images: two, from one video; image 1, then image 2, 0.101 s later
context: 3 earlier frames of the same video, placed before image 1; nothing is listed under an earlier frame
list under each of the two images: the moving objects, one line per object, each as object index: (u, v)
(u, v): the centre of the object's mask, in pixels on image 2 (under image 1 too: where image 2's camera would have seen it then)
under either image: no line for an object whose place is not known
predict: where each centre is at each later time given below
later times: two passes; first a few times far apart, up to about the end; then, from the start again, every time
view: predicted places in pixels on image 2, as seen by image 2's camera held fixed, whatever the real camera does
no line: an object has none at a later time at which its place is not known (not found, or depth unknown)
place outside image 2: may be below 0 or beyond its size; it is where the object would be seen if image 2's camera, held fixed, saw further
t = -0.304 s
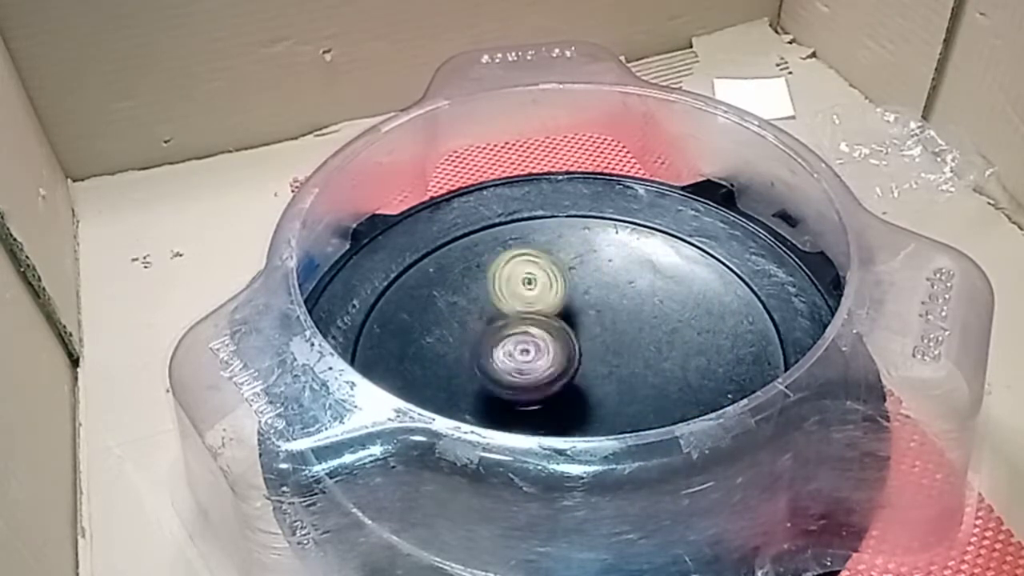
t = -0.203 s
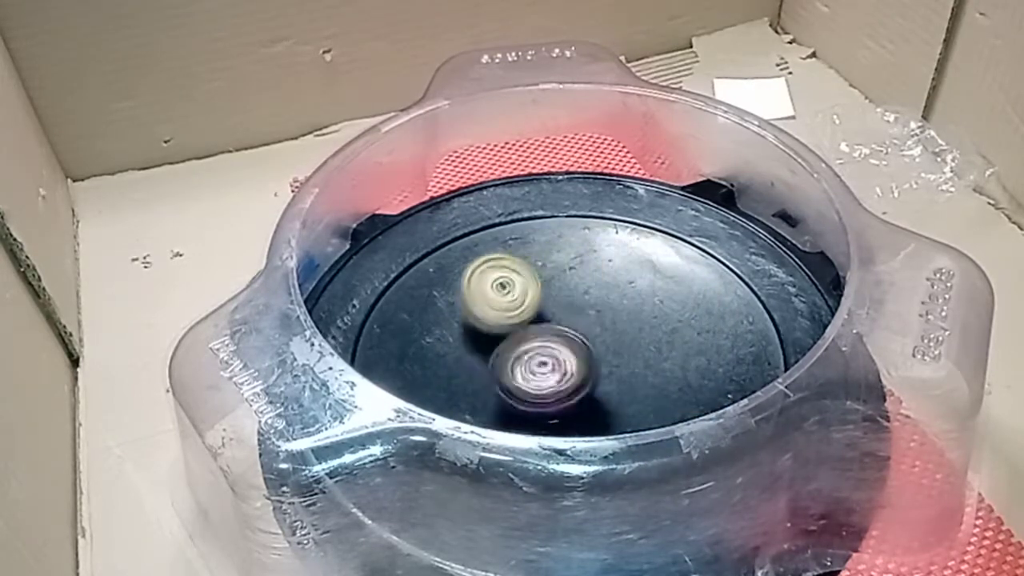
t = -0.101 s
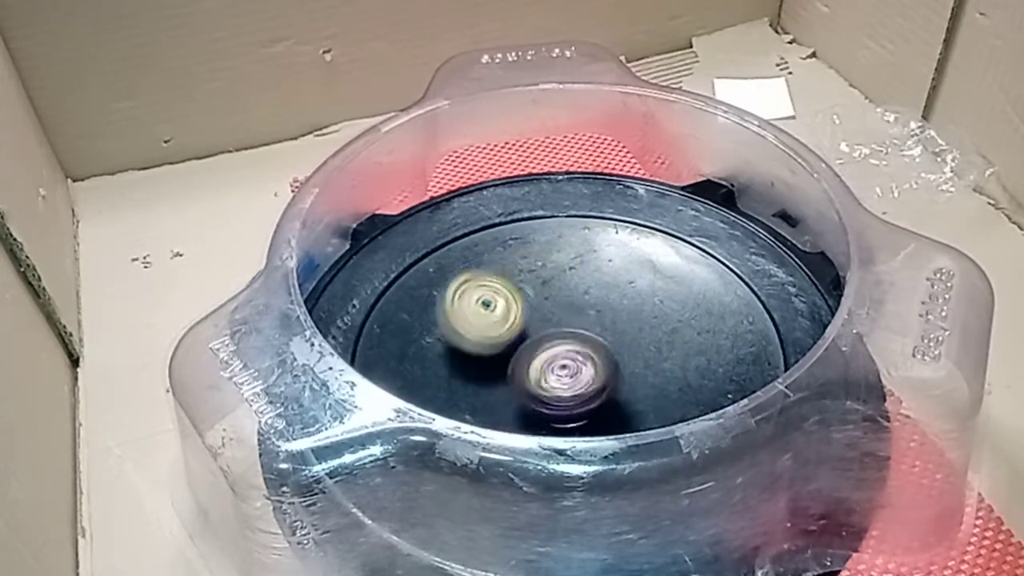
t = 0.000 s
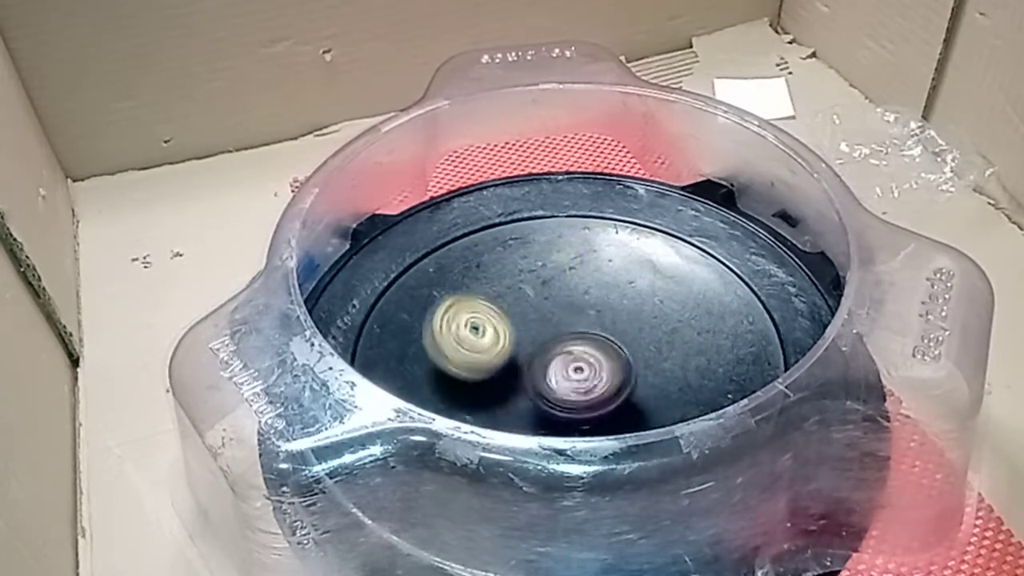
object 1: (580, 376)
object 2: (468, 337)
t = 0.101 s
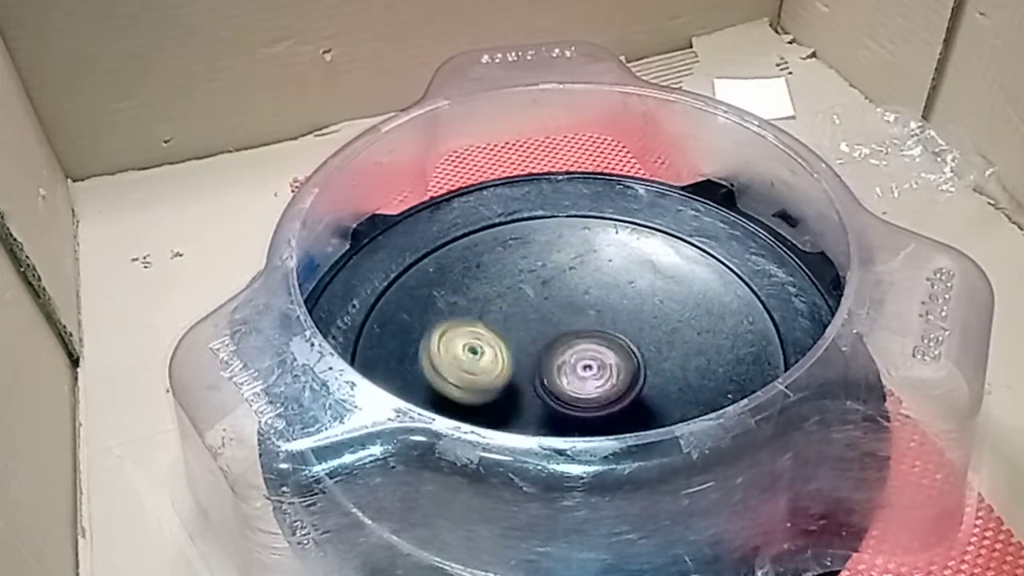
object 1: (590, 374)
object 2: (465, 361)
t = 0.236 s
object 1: (594, 370)
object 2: (475, 390)
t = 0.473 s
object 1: (600, 362)
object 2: (527, 414)
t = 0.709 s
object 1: (604, 310)
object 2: (584, 413)
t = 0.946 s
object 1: (579, 301)
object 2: (667, 371)
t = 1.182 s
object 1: (568, 307)
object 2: (686, 317)
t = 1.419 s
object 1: (558, 316)
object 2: (651, 289)
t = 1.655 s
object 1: (519, 373)
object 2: (583, 273)
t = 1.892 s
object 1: (578, 403)
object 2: (488, 298)
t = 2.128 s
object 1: (629, 373)
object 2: (449, 348)
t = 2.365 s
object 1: (591, 311)
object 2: (486, 398)
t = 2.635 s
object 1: (523, 309)
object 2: (603, 415)
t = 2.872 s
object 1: (512, 337)
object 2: (680, 385)
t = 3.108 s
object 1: (561, 369)
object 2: (677, 336)
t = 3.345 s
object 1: (629, 355)
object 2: (618, 278)
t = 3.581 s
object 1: (633, 338)
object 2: (540, 272)
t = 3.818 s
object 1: (623, 332)
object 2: (476, 312)
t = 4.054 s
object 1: (613, 331)
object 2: (475, 376)
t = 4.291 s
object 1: (609, 330)
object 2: (549, 413)
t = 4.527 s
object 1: (595, 327)
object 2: (641, 402)
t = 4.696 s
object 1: (593, 328)
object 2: (672, 376)
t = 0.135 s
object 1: (592, 375)
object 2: (467, 370)
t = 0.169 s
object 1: (595, 372)
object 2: (468, 378)
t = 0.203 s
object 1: (594, 373)
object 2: (471, 384)
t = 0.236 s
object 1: (594, 370)
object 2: (475, 390)
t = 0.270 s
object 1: (595, 369)
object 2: (480, 394)
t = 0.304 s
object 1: (594, 368)
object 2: (486, 399)
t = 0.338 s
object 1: (595, 367)
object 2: (493, 403)
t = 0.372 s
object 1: (594, 366)
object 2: (501, 406)
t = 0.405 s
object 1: (595, 365)
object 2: (509, 409)
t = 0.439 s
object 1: (595, 364)
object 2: (520, 412)
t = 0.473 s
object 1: (600, 362)
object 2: (527, 414)
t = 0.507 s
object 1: (606, 352)
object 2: (531, 418)
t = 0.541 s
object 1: (610, 345)
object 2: (536, 419)
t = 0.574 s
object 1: (611, 334)
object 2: (542, 420)
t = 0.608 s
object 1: (611, 328)
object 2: (551, 419)
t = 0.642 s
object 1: (609, 320)
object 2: (562, 418)
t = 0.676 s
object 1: (607, 314)
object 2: (573, 416)
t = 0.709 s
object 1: (604, 310)
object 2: (584, 413)
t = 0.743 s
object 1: (600, 306)
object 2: (600, 410)
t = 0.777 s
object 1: (596, 303)
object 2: (610, 407)
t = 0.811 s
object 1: (593, 301)
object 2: (624, 402)
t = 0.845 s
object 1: (589, 300)
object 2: (636, 397)
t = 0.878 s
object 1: (586, 299)
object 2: (647, 389)
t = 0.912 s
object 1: (583, 300)
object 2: (659, 380)
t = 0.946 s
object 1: (579, 301)
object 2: (667, 371)
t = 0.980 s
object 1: (577, 302)
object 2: (674, 363)
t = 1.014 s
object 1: (575, 302)
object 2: (680, 356)
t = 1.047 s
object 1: (574, 302)
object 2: (684, 346)
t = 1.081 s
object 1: (572, 303)
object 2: (687, 339)
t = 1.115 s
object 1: (570, 305)
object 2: (689, 331)
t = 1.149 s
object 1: (569, 306)
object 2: (688, 324)
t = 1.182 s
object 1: (568, 307)
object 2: (686, 317)
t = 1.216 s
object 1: (566, 308)
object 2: (683, 311)
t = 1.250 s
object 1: (566, 309)
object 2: (680, 306)
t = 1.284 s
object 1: (564, 310)
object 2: (677, 302)
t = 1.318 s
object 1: (564, 311)
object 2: (671, 298)
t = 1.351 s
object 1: (564, 312)
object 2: (665, 294)
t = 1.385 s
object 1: (561, 314)
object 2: (656, 291)
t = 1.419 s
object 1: (558, 316)
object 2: (651, 289)
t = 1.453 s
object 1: (554, 319)
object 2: (644, 287)
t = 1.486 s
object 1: (545, 327)
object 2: (637, 281)
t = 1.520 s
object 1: (536, 334)
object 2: (630, 275)
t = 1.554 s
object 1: (527, 343)
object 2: (620, 271)
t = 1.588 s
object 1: (521, 353)
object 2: (610, 272)
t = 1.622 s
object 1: (517, 366)
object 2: (598, 273)
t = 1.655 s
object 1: (519, 373)
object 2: (583, 273)
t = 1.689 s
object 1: (522, 383)
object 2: (569, 275)
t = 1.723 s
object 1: (525, 390)
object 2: (555, 278)
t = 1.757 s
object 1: (532, 393)
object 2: (541, 280)
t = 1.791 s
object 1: (542, 397)
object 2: (527, 284)
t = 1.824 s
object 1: (552, 400)
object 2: (514, 287)
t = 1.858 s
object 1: (563, 403)
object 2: (501, 292)
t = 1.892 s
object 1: (578, 403)
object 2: (488, 298)
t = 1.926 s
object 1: (587, 401)
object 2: (478, 303)
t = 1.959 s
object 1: (596, 399)
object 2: (469, 310)
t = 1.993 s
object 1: (606, 395)
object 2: (461, 317)
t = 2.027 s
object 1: (613, 393)
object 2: (457, 324)
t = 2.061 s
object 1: (620, 387)
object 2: (453, 331)
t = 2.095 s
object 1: (627, 380)
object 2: (450, 340)
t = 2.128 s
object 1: (629, 373)
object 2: (449, 348)
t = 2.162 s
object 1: (630, 362)
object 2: (450, 355)
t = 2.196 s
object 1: (629, 352)
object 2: (451, 363)
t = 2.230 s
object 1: (623, 343)
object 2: (455, 371)
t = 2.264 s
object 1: (617, 335)
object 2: (461, 380)
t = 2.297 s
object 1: (610, 328)
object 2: (468, 386)
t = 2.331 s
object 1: (601, 318)
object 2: (476, 392)
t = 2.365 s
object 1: (591, 311)
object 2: (486, 398)
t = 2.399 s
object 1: (581, 307)
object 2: (496, 402)
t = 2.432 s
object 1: (570, 304)
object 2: (508, 405)
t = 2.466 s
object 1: (560, 303)
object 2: (524, 410)
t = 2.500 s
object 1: (550, 302)
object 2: (539, 413)
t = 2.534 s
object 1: (541, 302)
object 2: (553, 415)
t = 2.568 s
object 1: (534, 304)
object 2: (570, 416)
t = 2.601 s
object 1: (528, 308)
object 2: (586, 416)
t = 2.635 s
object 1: (523, 309)
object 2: (603, 415)
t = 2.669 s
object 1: (518, 313)
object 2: (620, 414)
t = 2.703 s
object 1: (515, 316)
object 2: (634, 411)
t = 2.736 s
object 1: (512, 320)
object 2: (646, 408)
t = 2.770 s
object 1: (511, 324)
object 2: (658, 403)
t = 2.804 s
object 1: (510, 325)
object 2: (667, 398)
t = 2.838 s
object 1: (510, 332)
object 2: (675, 392)
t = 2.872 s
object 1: (512, 337)
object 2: (680, 385)
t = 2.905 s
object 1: (514, 344)
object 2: (686, 386)
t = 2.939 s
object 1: (517, 348)
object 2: (689, 379)
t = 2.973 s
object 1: (522, 354)
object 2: (692, 371)
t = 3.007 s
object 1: (530, 360)
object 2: (689, 363)
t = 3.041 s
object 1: (539, 363)
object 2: (686, 354)
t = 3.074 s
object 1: (551, 366)
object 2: (683, 346)
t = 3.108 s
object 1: (561, 369)
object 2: (677, 336)
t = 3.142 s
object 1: (577, 369)
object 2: (672, 328)
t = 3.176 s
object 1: (587, 369)
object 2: (666, 318)
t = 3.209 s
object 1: (599, 370)
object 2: (659, 308)
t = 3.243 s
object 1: (608, 366)
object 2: (652, 297)
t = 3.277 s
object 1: (617, 362)
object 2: (641, 289)
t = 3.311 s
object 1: (623, 359)
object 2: (629, 281)
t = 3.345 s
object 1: (629, 355)
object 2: (618, 278)
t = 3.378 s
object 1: (632, 351)
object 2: (606, 273)
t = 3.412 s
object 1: (635, 349)
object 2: (596, 270)
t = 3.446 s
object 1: (636, 346)
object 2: (584, 270)
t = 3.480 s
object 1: (636, 343)
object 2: (571, 270)
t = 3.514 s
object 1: (636, 340)
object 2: (561, 270)
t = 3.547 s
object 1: (635, 339)
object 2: (550, 271)
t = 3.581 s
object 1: (633, 338)
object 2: (540, 272)
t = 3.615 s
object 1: (632, 336)
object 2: (530, 275)
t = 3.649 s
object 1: (631, 335)
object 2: (519, 280)
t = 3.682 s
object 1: (630, 335)
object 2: (510, 285)
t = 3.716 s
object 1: (629, 334)
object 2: (500, 290)
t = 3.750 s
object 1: (628, 333)
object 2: (491, 296)
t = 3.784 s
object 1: (624, 333)
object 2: (483, 304)
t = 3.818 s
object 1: (623, 332)
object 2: (476, 312)
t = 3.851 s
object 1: (622, 331)
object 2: (472, 320)
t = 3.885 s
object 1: (620, 333)
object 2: (469, 329)
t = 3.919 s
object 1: (619, 332)
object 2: (468, 339)
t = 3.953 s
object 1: (618, 332)
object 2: (468, 348)
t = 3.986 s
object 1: (616, 332)
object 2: (469, 357)
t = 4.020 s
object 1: (614, 331)
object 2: (471, 367)
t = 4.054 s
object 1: (613, 331)
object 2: (475, 376)
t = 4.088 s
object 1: (611, 331)
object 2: (482, 386)
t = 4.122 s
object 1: (610, 331)
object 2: (489, 393)
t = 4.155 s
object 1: (610, 330)
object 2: (497, 399)
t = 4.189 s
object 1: (610, 330)
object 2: (507, 403)
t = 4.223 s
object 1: (610, 330)
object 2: (519, 408)
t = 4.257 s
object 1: (610, 329)
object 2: (530, 410)
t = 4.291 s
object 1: (609, 330)
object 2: (549, 413)
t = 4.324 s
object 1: (609, 330)
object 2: (563, 415)
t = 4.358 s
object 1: (607, 329)
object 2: (578, 415)
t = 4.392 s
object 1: (603, 330)
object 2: (592, 414)
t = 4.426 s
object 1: (601, 328)
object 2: (606, 413)
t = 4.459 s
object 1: (600, 328)
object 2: (619, 411)
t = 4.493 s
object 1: (597, 328)
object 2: (630, 407)
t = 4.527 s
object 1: (595, 327)
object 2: (641, 402)
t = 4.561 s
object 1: (594, 326)
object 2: (648, 397)
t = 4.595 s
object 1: (593, 328)
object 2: (659, 395)
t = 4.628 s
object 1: (593, 327)
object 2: (665, 390)
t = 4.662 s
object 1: (593, 326)
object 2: (669, 383)
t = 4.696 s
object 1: (593, 328)
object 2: (672, 376)
